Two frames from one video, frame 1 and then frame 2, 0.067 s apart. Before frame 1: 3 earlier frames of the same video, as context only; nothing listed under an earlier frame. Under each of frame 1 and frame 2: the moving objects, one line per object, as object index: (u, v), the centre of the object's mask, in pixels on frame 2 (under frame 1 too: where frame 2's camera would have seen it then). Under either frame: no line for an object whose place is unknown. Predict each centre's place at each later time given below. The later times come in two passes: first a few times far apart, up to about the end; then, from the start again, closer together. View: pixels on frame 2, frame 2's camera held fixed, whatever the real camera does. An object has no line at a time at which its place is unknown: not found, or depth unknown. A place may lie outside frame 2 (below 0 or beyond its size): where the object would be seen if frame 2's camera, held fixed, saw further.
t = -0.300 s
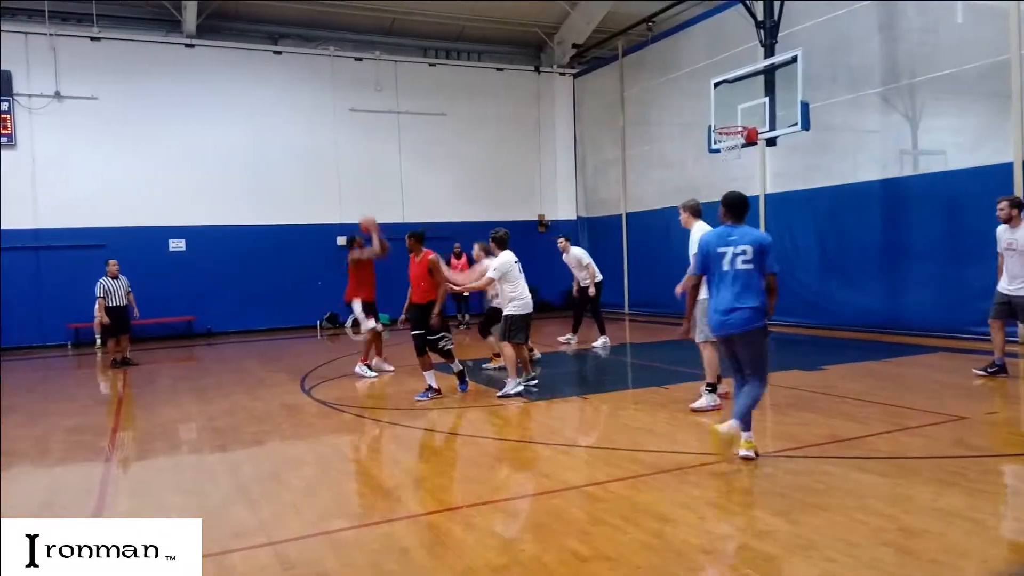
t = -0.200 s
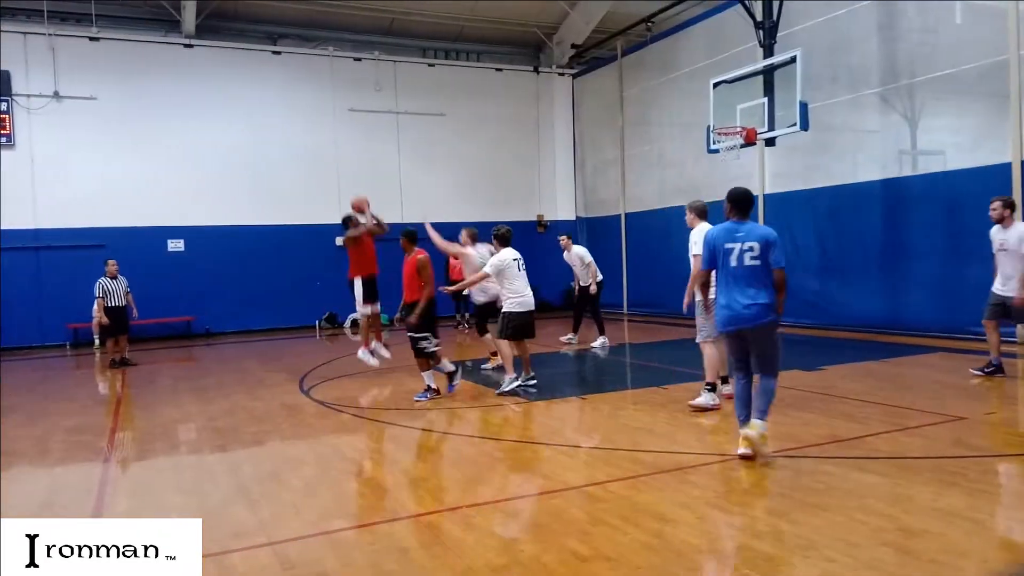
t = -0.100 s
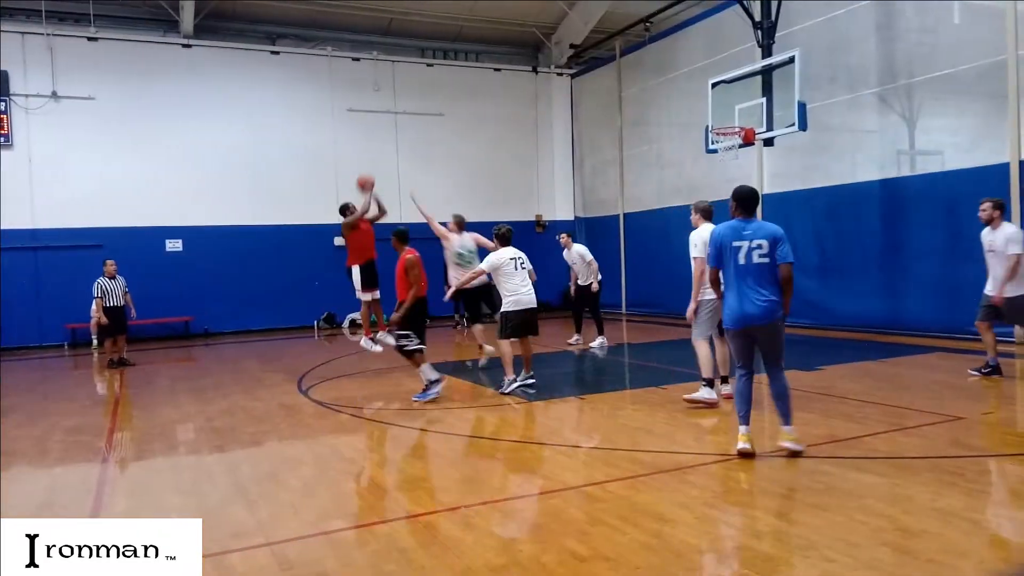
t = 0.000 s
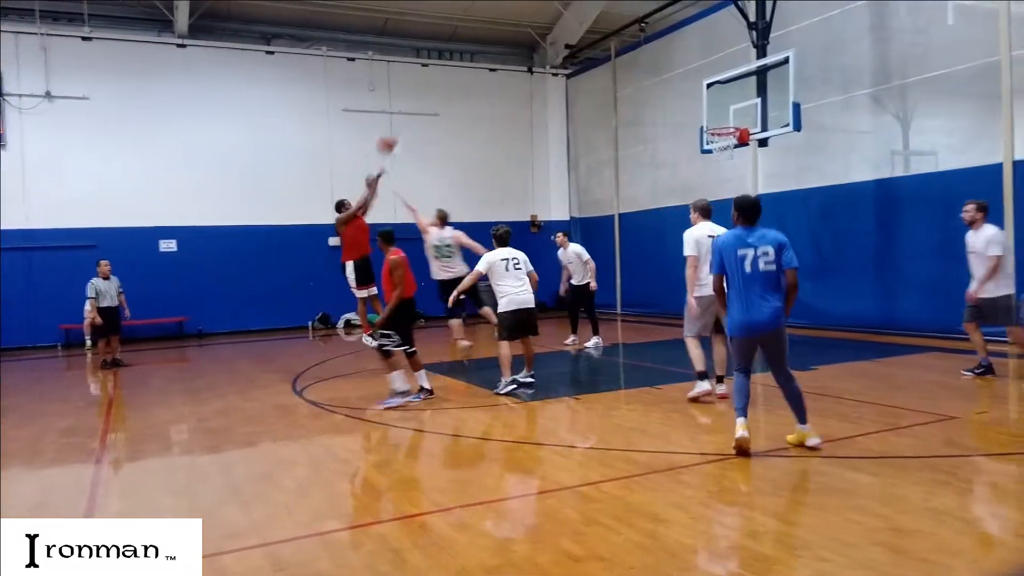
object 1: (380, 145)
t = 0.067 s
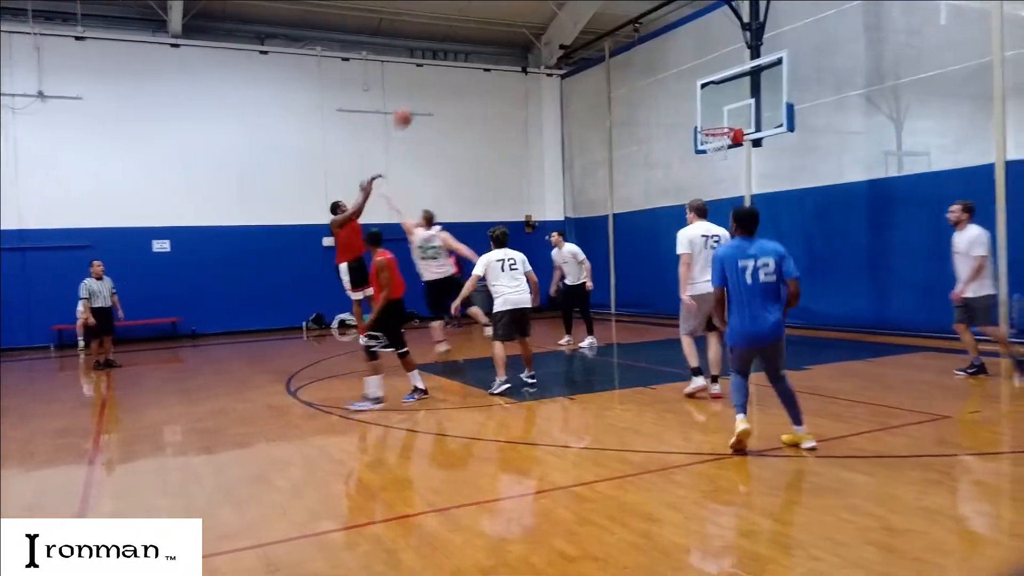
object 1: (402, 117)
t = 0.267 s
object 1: (471, 59)
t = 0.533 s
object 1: (555, 31)
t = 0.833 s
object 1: (649, 60)
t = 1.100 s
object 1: (723, 120)
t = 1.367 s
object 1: (713, 72)
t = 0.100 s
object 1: (415, 107)
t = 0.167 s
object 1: (437, 85)
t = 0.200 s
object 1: (448, 76)
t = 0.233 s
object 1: (460, 67)
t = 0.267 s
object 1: (471, 59)
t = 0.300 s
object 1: (483, 53)
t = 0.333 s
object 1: (493, 47)
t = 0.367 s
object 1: (504, 42)
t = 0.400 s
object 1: (516, 38)
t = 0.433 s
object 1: (525, 35)
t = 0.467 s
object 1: (535, 33)
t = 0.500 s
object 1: (545, 32)
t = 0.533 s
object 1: (555, 31)
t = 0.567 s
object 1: (566, 31)
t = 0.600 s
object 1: (578, 31)
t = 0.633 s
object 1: (588, 33)
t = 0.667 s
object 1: (597, 35)
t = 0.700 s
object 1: (608, 39)
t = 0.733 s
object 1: (618, 43)
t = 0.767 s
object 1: (627, 47)
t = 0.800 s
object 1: (640, 54)
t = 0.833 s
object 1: (649, 60)
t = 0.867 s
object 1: (659, 68)
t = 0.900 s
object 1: (669, 77)
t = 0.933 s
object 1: (679, 86)
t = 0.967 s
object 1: (688, 94)
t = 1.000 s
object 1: (699, 104)
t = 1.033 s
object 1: (708, 114)
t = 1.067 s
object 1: (717, 122)
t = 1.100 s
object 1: (723, 120)
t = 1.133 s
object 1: (726, 109)
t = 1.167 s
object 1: (725, 102)
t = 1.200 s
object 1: (723, 95)
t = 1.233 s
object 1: (720, 88)
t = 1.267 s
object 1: (719, 84)
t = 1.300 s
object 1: (716, 79)
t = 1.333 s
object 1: (715, 76)
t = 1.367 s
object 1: (713, 72)
